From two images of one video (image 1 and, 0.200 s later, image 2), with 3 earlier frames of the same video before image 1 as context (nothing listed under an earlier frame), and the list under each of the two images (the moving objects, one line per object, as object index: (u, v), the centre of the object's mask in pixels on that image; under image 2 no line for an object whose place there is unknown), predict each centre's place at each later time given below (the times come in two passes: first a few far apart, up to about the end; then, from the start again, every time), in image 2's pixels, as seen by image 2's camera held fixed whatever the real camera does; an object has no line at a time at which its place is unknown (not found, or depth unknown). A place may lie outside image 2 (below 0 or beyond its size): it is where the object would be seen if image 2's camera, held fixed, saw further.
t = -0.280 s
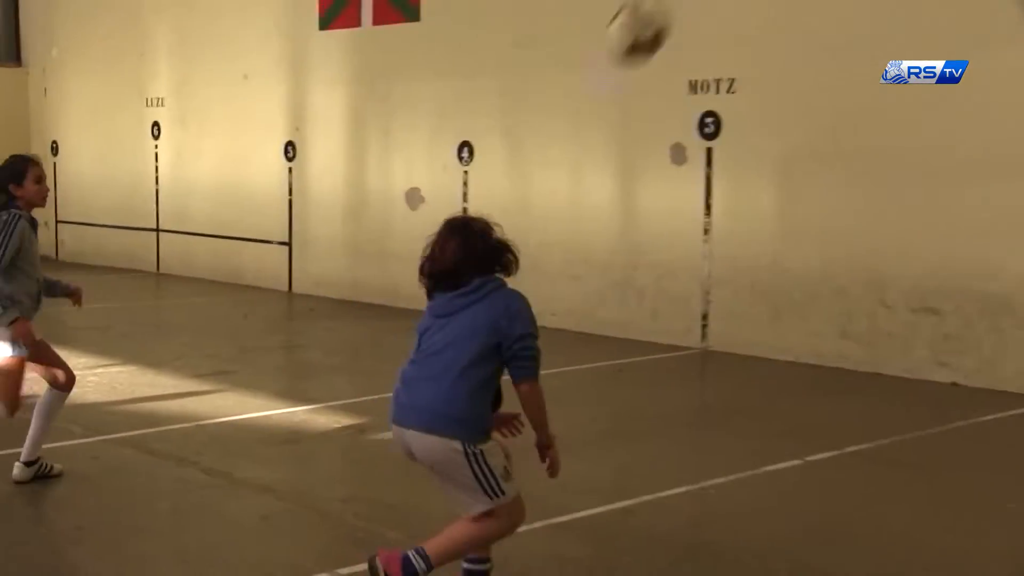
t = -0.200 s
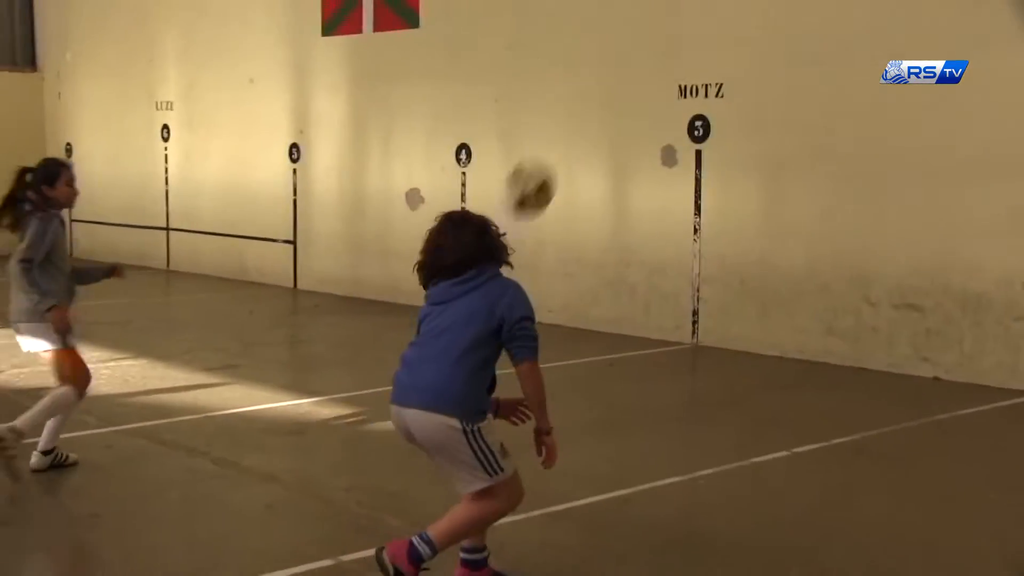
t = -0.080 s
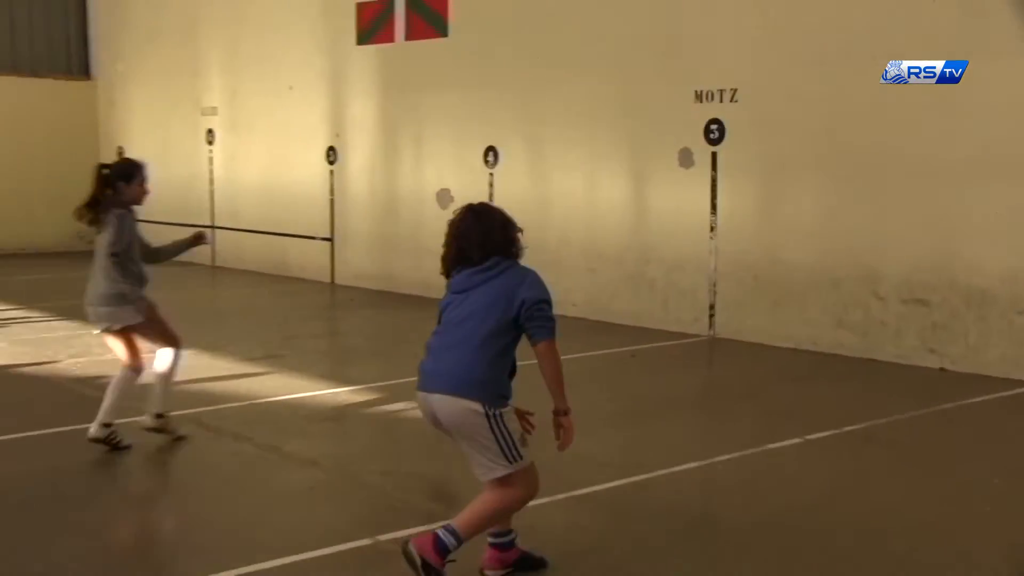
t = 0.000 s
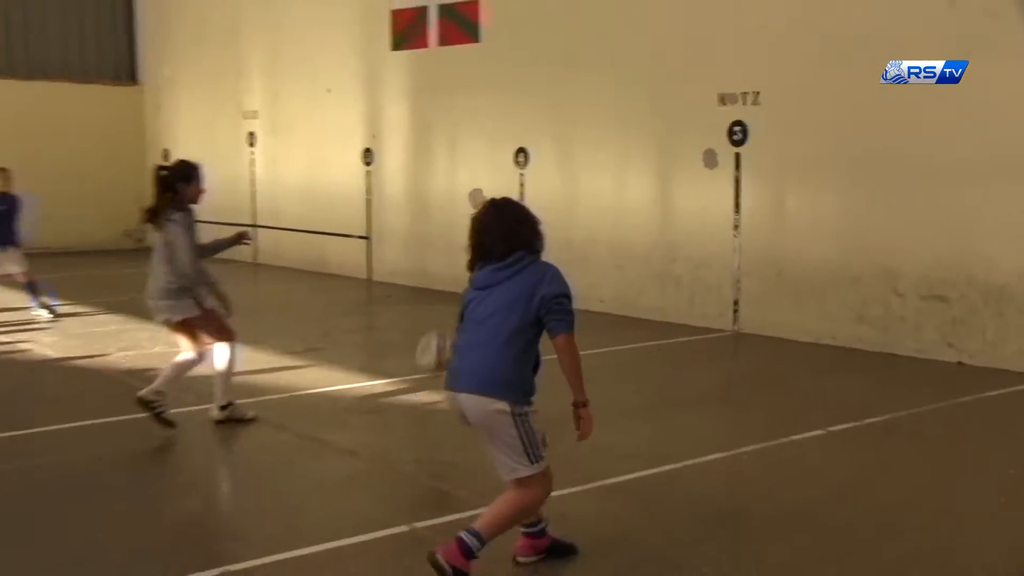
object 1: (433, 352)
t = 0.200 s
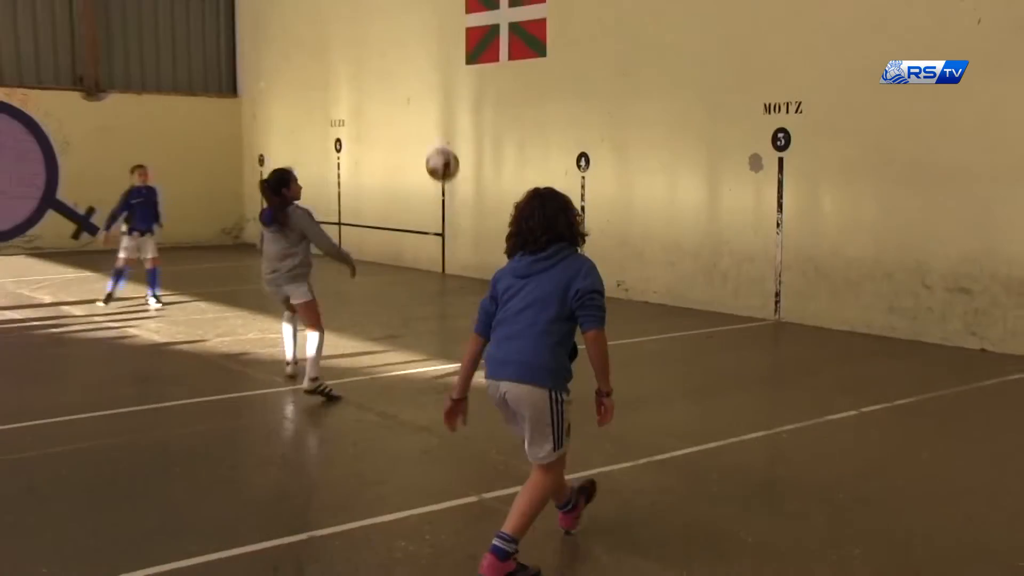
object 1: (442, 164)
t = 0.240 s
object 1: (431, 140)
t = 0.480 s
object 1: (370, 56)
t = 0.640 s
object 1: (335, 53)
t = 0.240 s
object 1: (431, 140)
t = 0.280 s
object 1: (419, 119)
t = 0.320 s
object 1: (409, 101)
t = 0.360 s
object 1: (399, 85)
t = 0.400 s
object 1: (390, 73)
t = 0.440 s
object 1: (380, 63)
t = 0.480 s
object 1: (370, 56)
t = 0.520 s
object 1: (361, 52)
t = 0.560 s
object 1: (353, 50)
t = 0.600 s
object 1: (344, 50)
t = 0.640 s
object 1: (335, 53)
